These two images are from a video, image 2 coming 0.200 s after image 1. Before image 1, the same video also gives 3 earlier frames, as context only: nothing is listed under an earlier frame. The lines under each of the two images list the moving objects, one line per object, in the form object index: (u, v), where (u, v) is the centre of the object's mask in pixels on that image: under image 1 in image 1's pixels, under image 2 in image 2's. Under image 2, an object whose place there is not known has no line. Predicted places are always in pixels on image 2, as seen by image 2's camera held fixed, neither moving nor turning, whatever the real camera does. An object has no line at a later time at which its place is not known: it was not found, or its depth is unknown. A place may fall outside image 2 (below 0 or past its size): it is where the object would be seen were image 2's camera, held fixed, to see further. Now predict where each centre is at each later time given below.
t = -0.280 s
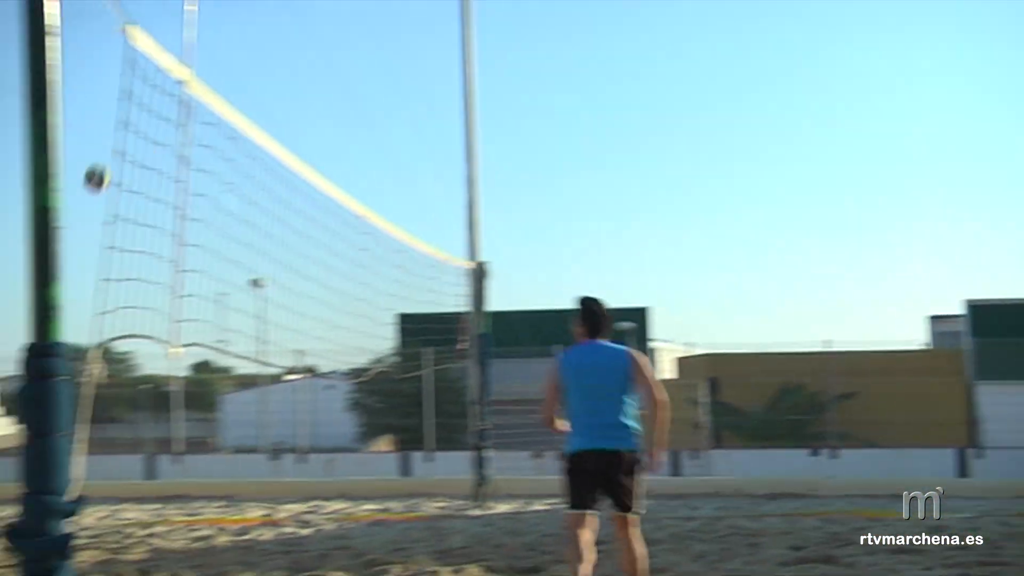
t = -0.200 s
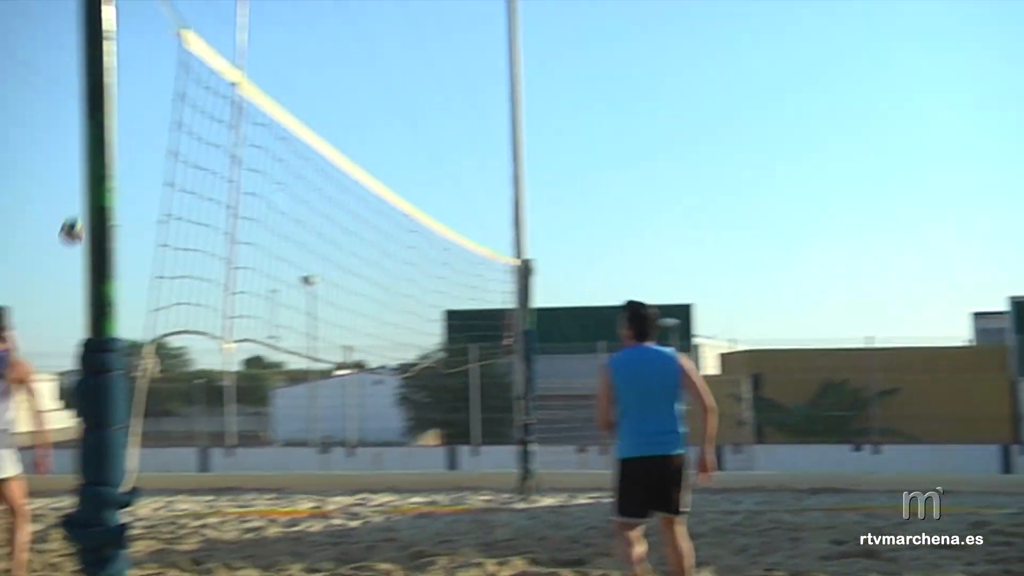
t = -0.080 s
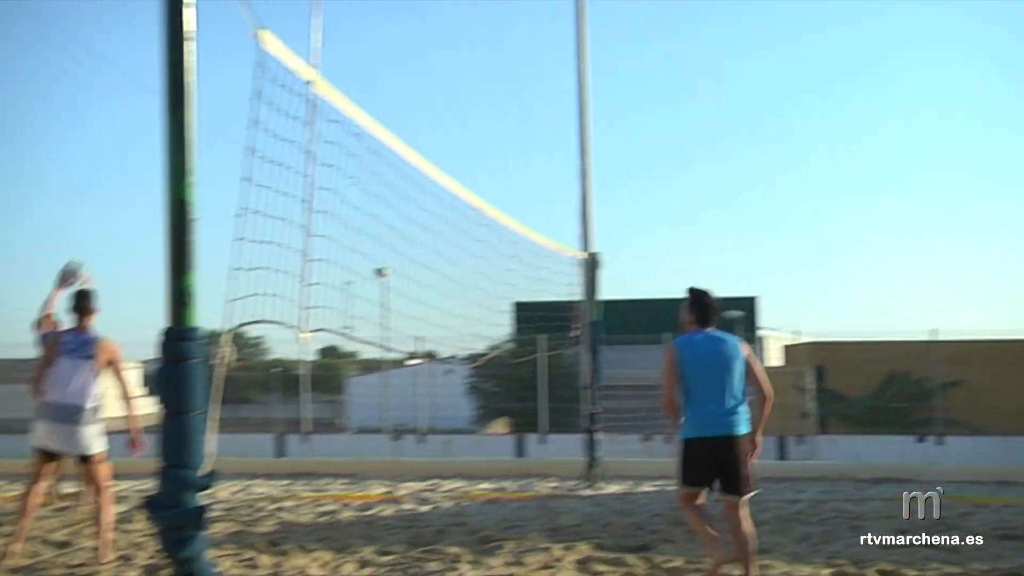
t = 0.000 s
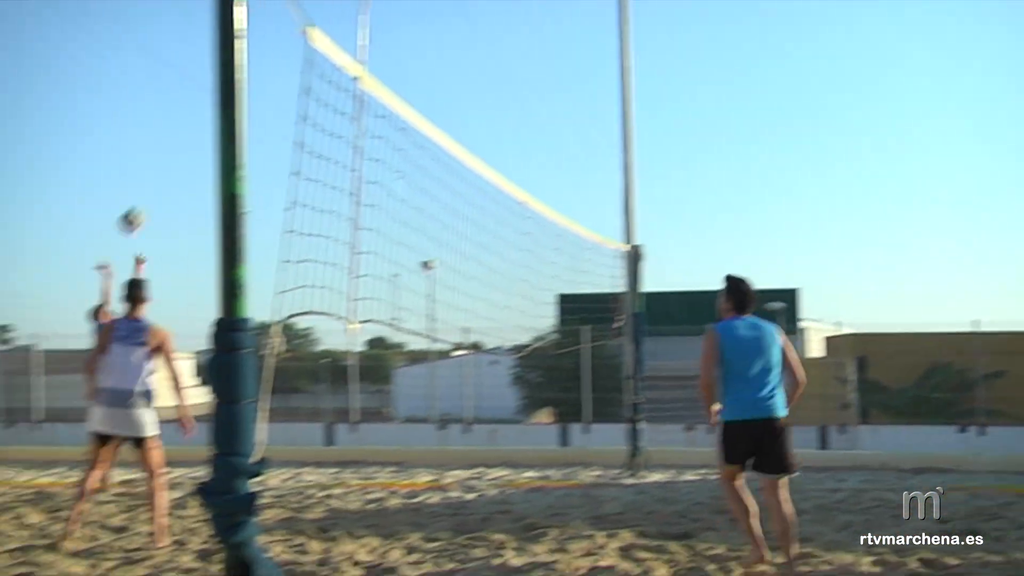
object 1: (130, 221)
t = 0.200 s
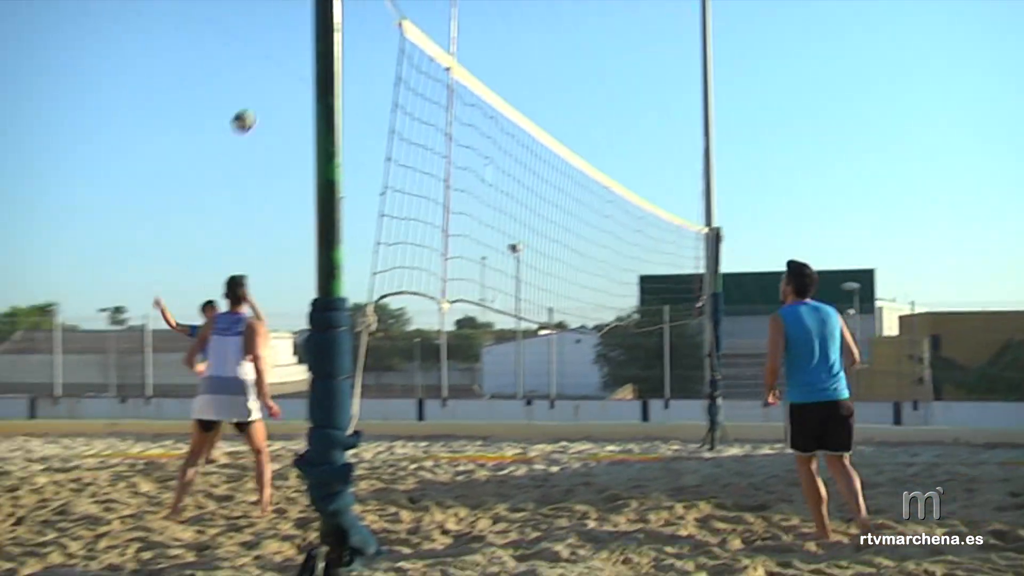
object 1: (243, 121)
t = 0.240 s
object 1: (246, 104)
